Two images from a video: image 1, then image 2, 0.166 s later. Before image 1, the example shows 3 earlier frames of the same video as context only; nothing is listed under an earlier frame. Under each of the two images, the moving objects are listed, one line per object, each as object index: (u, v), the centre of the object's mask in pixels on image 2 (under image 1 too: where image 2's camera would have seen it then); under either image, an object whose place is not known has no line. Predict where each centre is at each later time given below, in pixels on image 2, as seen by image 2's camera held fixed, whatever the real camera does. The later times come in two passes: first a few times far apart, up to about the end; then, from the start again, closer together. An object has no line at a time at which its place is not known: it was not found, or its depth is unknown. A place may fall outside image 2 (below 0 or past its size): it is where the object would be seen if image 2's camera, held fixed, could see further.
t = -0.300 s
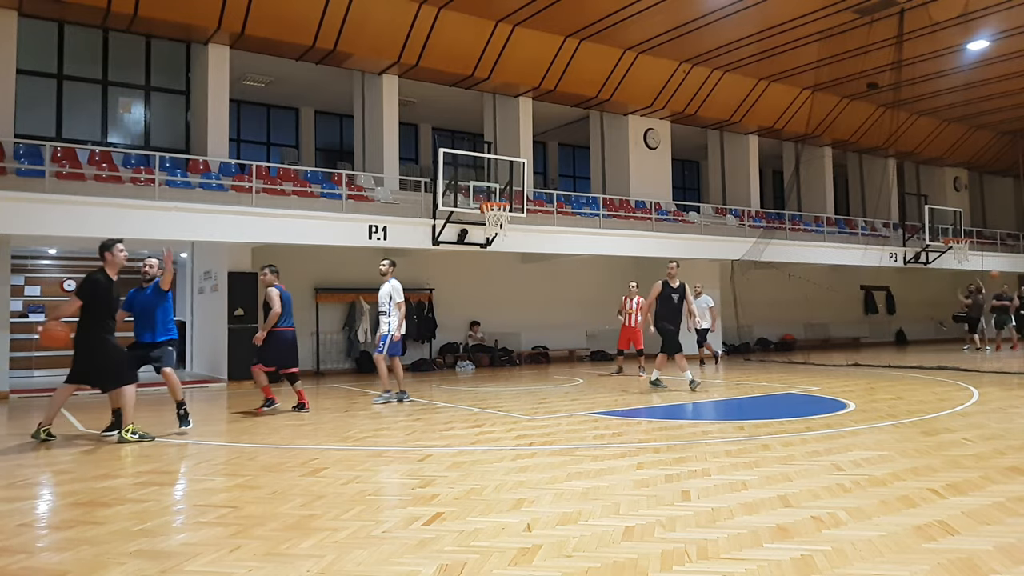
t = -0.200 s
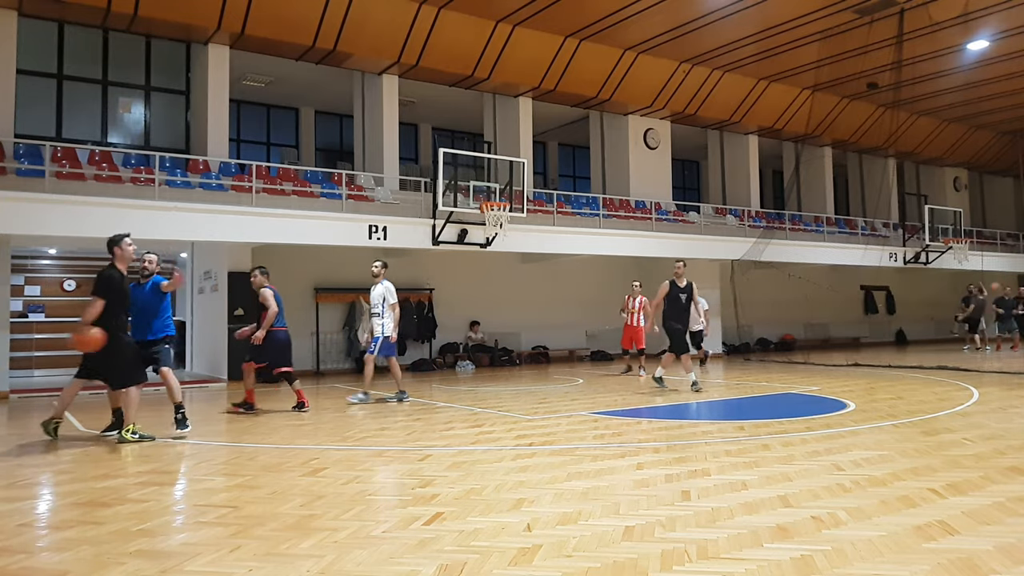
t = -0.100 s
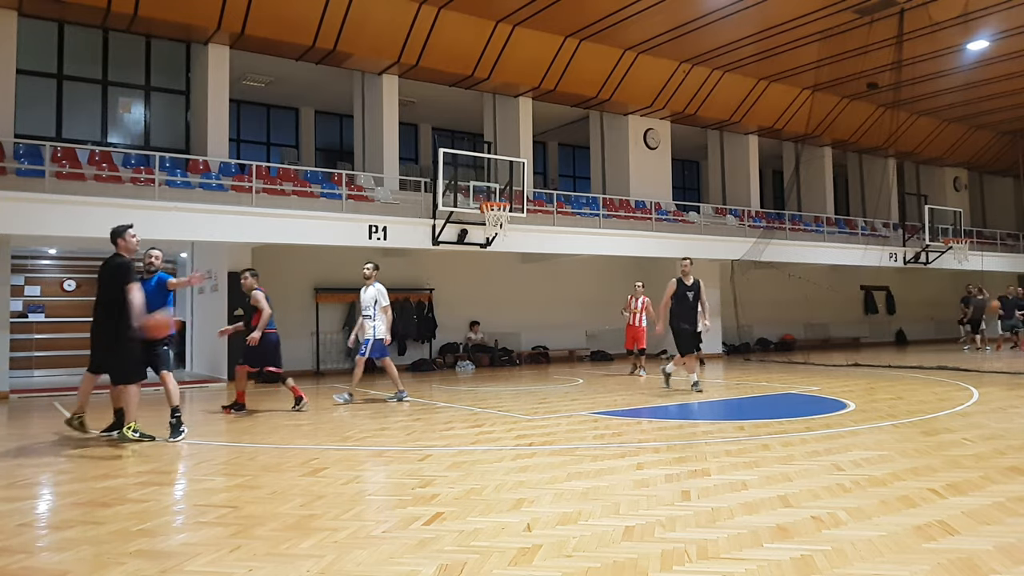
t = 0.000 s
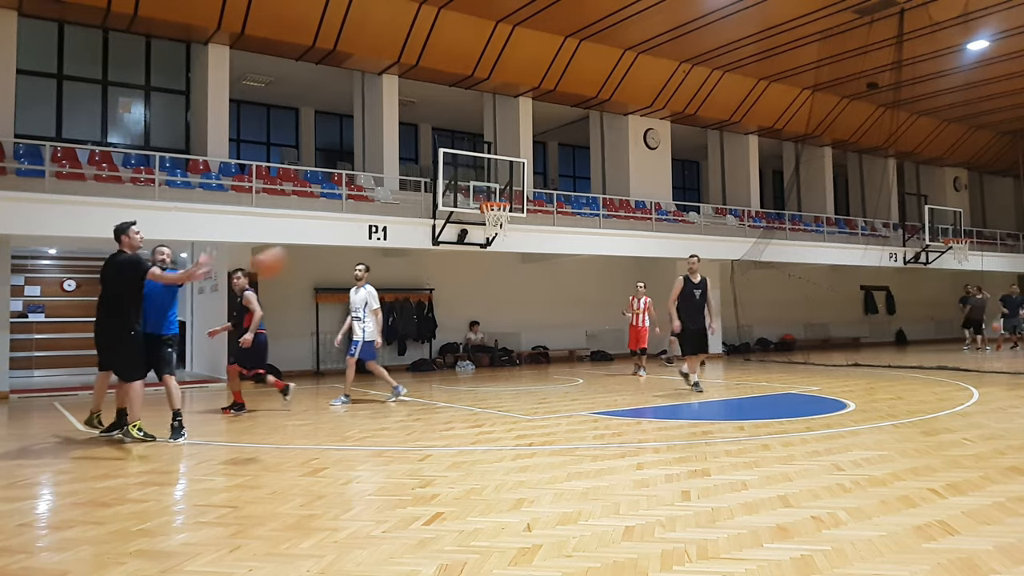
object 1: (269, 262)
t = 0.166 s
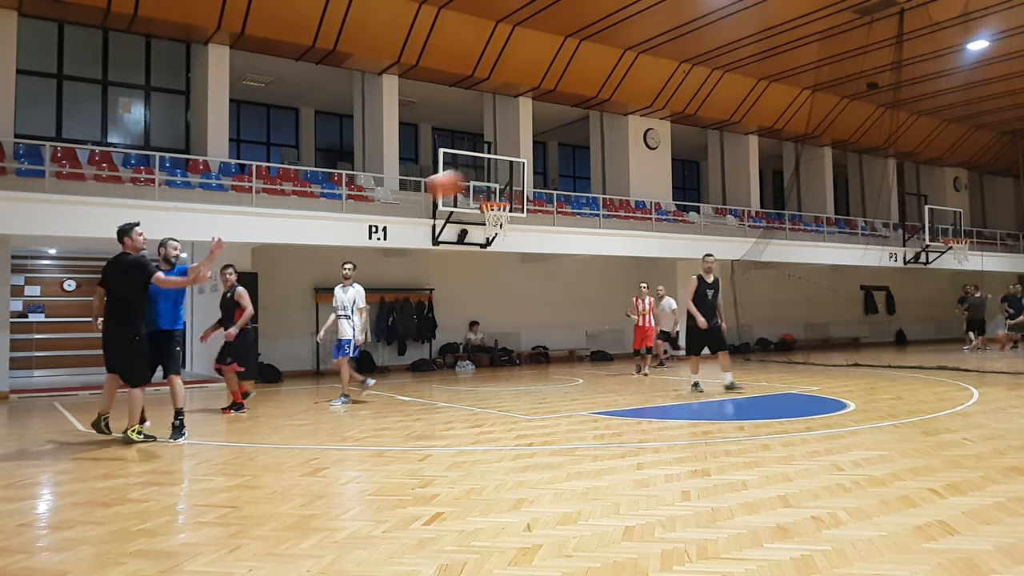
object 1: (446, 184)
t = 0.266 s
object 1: (547, 154)
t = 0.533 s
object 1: (815, 126)
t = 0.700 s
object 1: (987, 149)
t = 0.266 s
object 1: (547, 154)
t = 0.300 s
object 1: (578, 146)
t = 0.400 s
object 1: (683, 129)
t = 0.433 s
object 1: (713, 126)
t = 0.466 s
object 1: (748, 124)
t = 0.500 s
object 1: (782, 125)
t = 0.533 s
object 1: (815, 126)
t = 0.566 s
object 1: (849, 128)
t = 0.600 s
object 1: (884, 131)
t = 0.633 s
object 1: (917, 137)
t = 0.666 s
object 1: (953, 142)
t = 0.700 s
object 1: (987, 149)
